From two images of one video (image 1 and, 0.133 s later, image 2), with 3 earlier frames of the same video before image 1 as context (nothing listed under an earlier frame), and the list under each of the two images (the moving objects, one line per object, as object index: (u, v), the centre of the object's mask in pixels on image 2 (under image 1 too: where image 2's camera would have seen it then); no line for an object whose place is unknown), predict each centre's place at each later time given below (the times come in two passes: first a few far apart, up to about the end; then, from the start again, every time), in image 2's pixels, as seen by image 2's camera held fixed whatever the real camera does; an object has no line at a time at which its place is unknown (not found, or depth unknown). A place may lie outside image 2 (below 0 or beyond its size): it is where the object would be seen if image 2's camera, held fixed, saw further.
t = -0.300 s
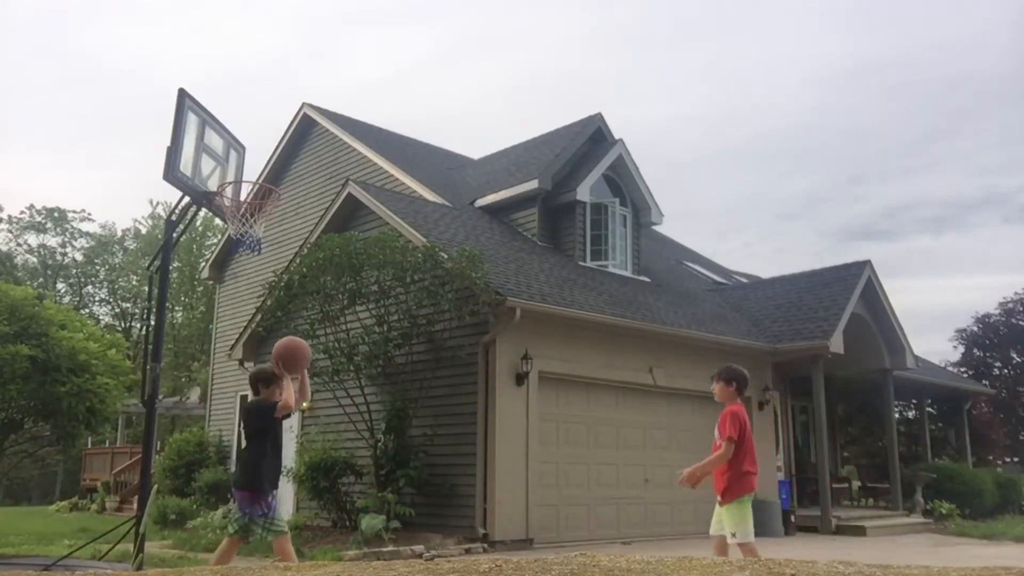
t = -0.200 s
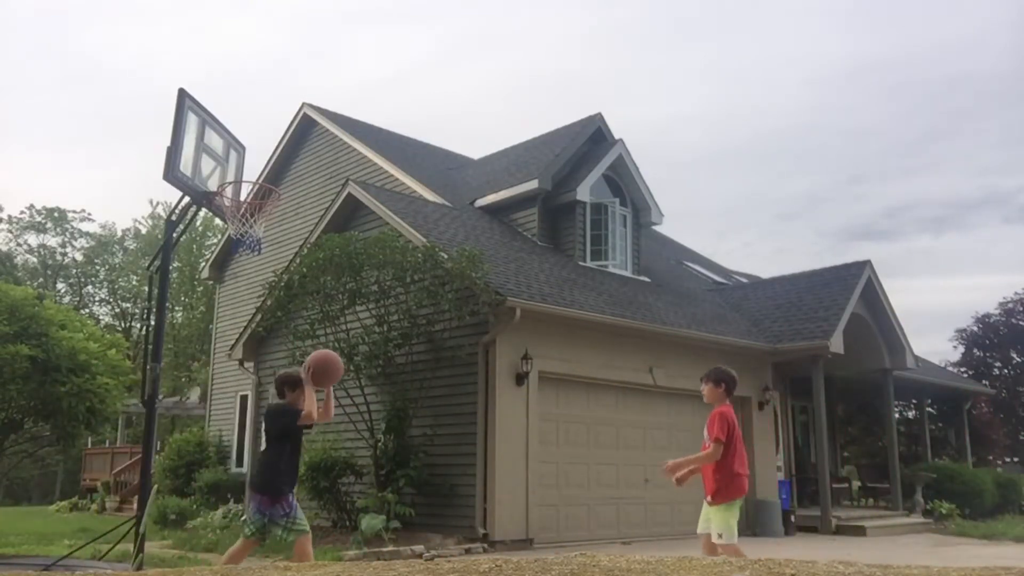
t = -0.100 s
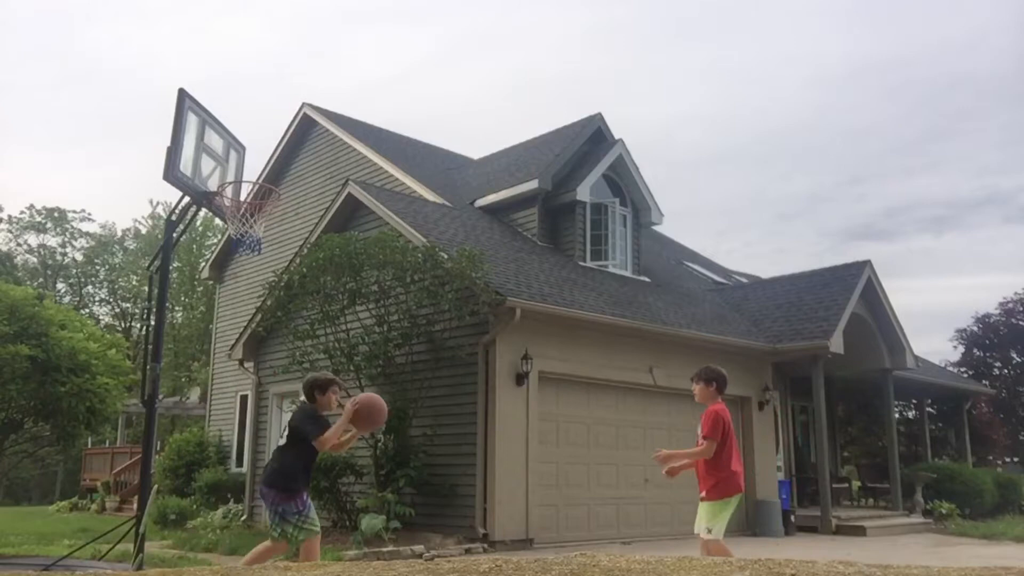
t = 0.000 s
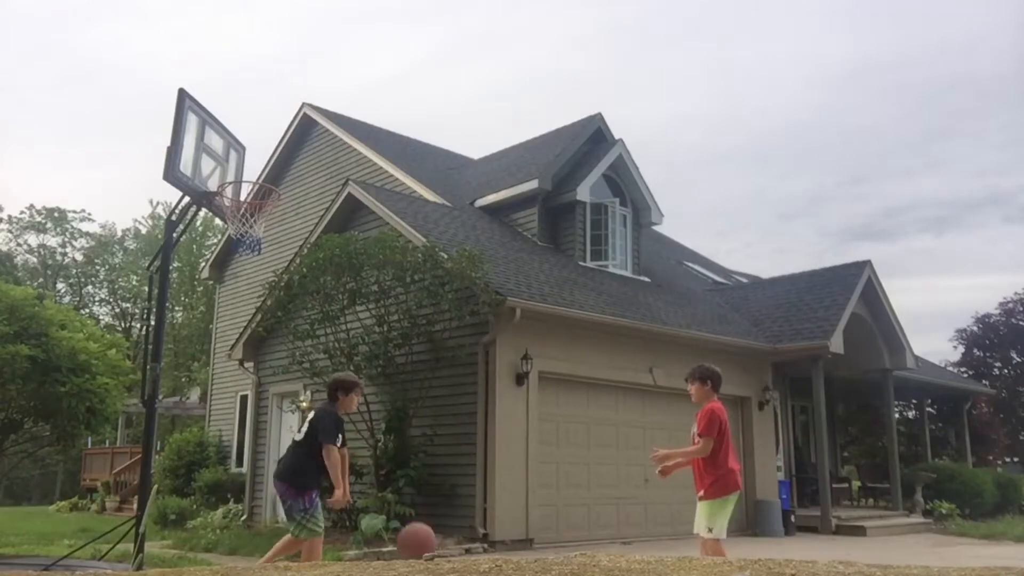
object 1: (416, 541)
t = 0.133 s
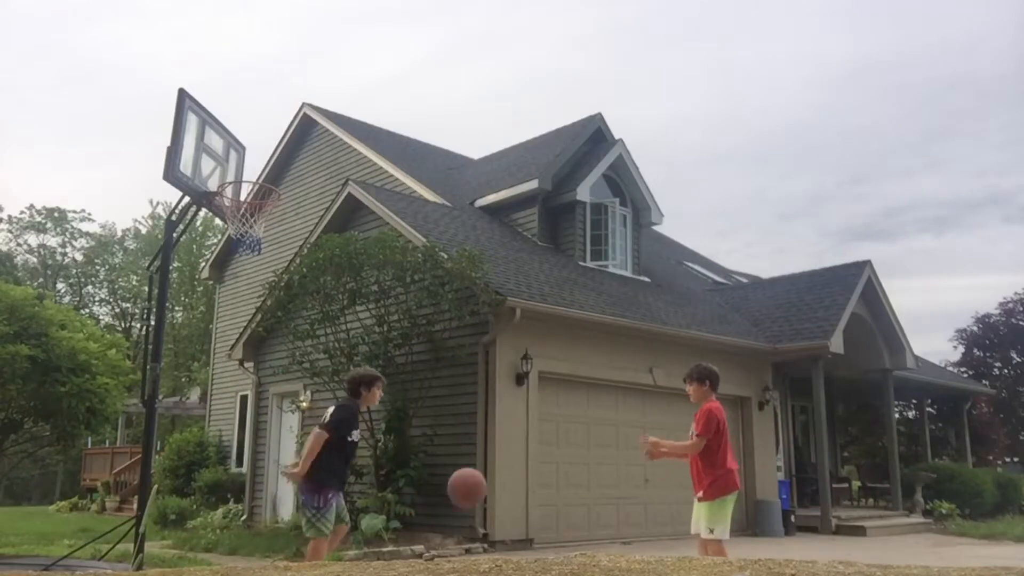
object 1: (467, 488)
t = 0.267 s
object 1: (510, 371)
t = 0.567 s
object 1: (593, 226)
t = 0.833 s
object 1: (662, 210)
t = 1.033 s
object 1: (715, 259)
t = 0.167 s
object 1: (477, 454)
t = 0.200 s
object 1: (489, 424)
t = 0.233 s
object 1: (499, 396)
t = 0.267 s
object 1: (510, 371)
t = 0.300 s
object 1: (519, 347)
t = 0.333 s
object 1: (529, 325)
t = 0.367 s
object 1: (538, 306)
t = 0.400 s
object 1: (547, 288)
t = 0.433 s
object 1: (556, 273)
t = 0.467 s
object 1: (565, 259)
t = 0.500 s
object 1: (574, 246)
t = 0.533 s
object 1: (583, 236)
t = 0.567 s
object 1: (593, 226)
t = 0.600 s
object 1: (602, 219)
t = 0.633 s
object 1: (610, 214)
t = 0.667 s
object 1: (619, 209)
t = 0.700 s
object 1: (629, 206)
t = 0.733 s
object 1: (636, 205)
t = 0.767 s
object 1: (645, 205)
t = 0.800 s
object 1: (653, 207)
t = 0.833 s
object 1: (662, 210)
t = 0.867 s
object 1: (671, 214)
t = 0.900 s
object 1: (680, 220)
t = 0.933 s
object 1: (688, 227)
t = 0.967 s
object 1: (697, 236)
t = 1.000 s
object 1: (705, 247)
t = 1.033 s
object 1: (715, 259)
